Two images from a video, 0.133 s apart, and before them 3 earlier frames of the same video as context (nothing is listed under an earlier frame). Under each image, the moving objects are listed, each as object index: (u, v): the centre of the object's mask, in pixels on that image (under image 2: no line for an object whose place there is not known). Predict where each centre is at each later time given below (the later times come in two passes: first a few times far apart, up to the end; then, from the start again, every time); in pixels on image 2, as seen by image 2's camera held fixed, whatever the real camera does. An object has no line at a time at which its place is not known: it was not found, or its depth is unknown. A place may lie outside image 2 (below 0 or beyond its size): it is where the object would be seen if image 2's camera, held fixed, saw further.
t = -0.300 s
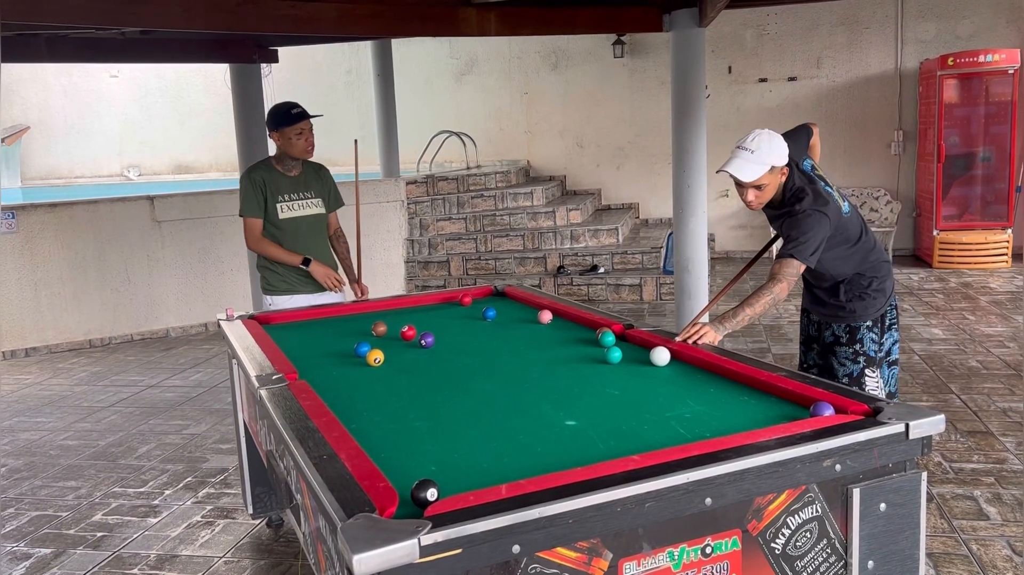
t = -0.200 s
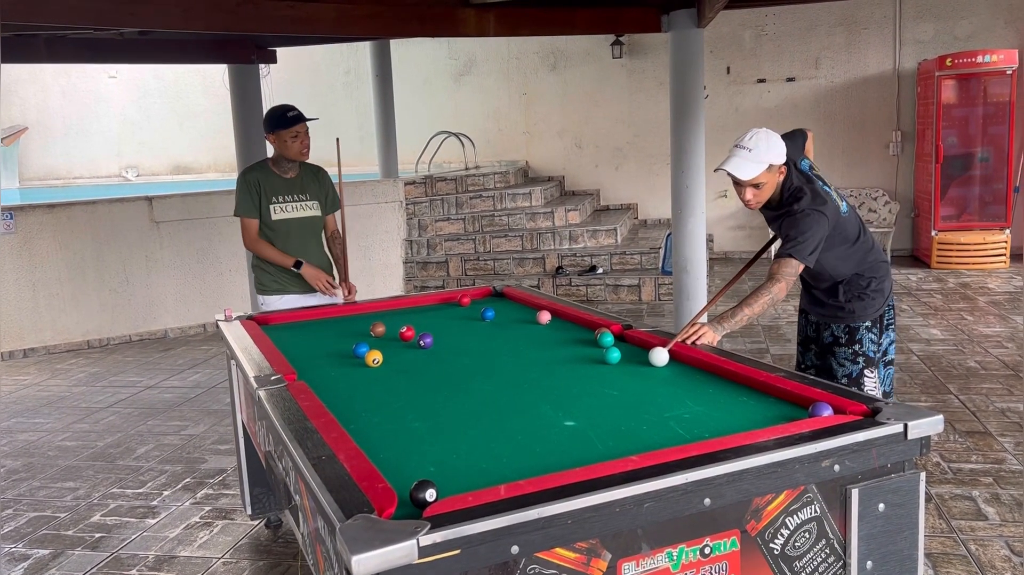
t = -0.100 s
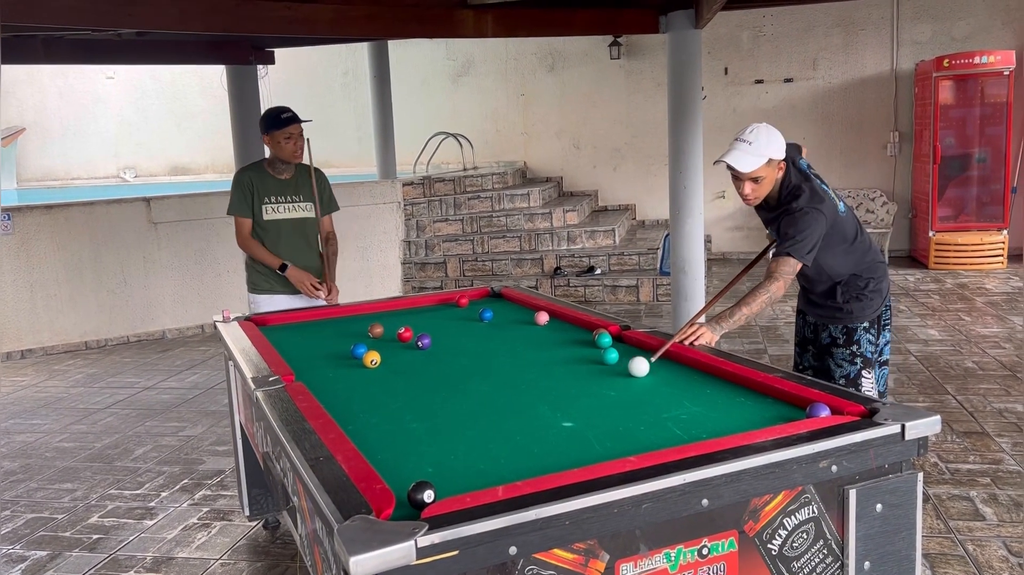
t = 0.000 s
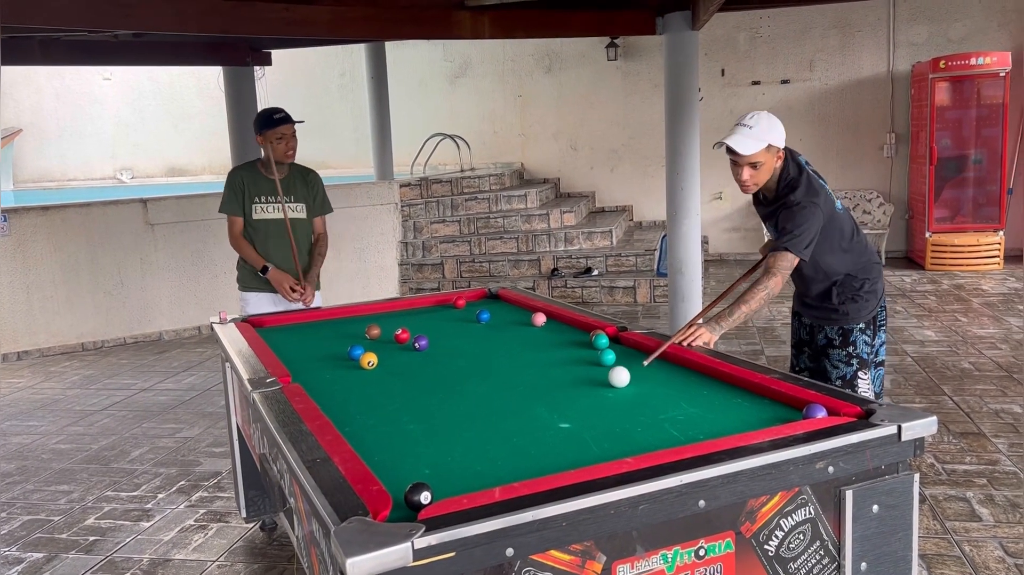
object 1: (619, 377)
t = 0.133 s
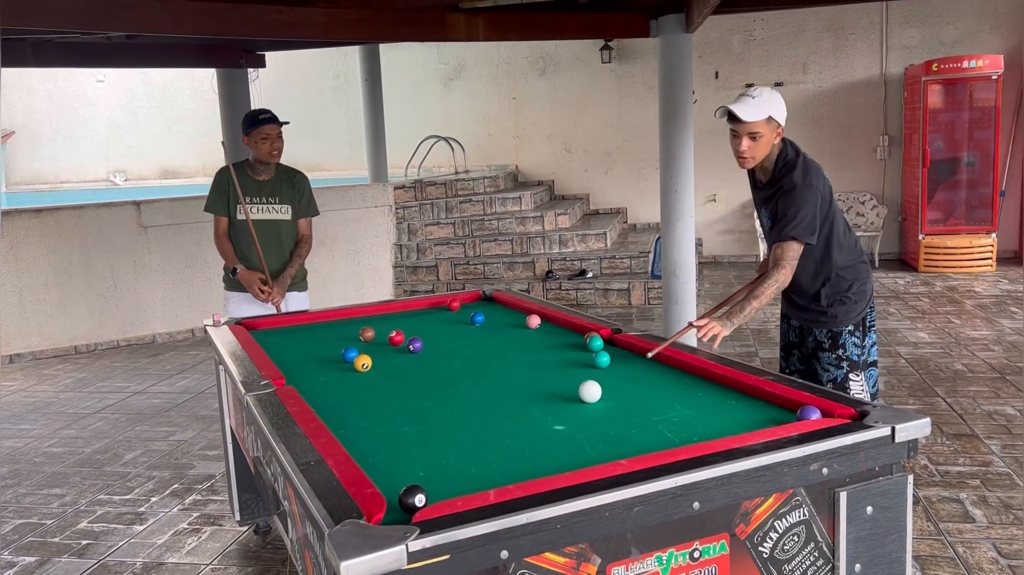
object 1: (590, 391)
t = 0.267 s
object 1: (565, 405)
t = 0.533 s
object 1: (509, 436)
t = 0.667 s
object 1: (477, 453)
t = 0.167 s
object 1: (584, 395)
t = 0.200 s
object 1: (577, 398)
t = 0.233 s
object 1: (571, 402)
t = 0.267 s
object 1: (565, 405)
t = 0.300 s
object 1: (558, 409)
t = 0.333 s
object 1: (552, 413)
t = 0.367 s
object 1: (545, 416)
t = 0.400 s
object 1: (538, 420)
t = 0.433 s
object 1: (531, 424)
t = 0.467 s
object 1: (524, 428)
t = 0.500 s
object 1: (516, 432)
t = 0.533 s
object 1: (509, 436)
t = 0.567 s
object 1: (501, 440)
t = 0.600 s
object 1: (493, 445)
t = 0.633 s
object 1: (485, 449)
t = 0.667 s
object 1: (477, 453)
